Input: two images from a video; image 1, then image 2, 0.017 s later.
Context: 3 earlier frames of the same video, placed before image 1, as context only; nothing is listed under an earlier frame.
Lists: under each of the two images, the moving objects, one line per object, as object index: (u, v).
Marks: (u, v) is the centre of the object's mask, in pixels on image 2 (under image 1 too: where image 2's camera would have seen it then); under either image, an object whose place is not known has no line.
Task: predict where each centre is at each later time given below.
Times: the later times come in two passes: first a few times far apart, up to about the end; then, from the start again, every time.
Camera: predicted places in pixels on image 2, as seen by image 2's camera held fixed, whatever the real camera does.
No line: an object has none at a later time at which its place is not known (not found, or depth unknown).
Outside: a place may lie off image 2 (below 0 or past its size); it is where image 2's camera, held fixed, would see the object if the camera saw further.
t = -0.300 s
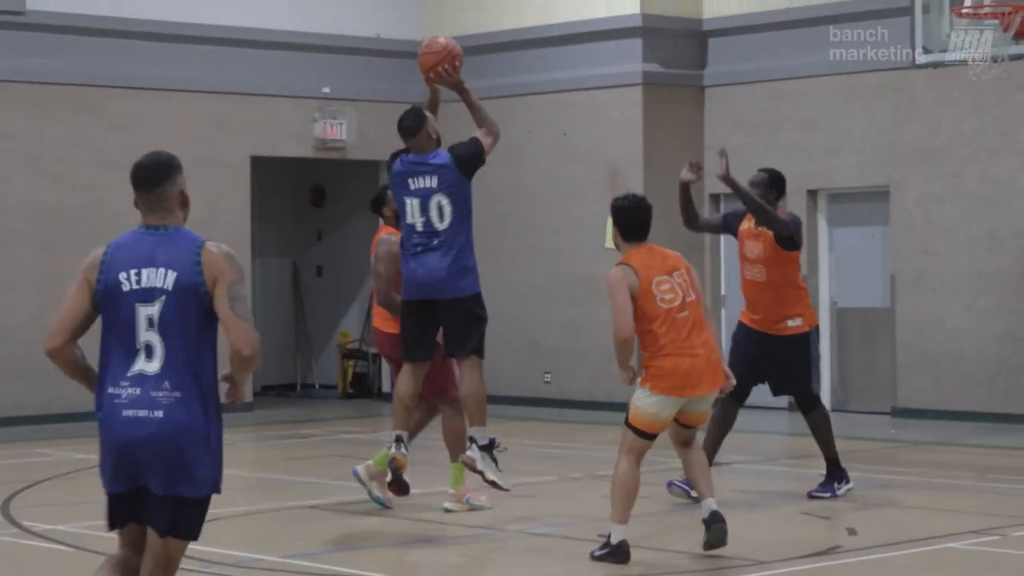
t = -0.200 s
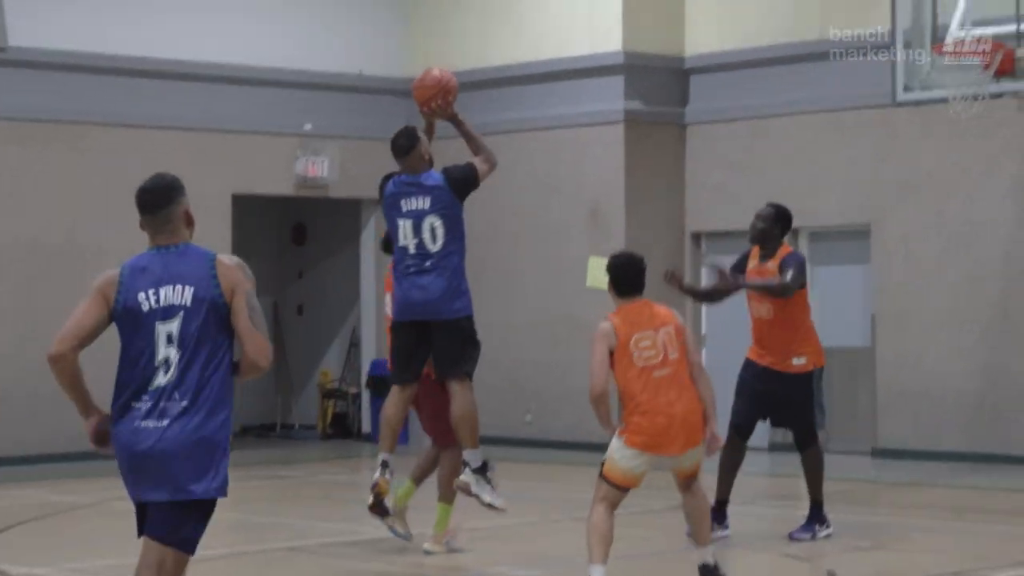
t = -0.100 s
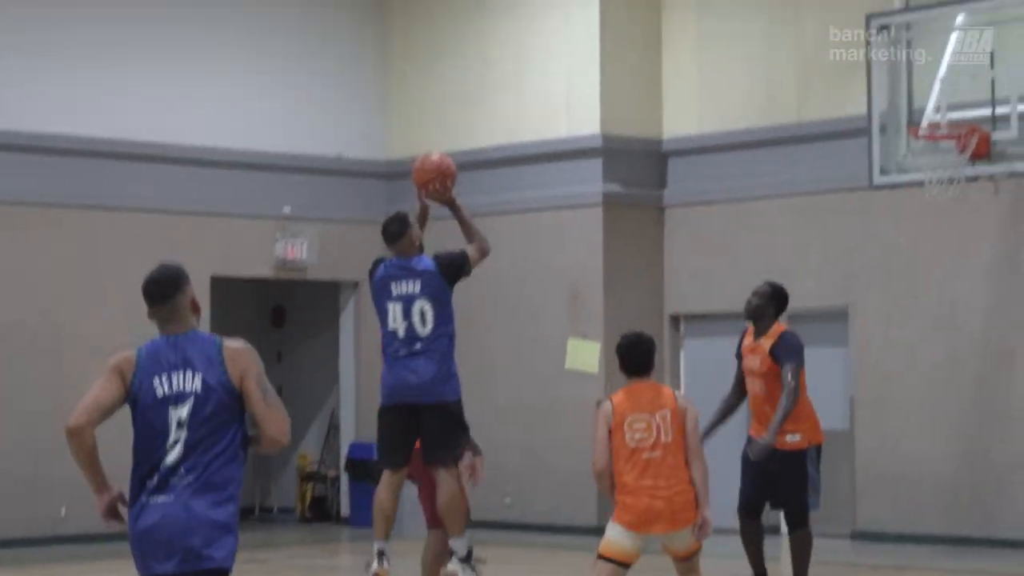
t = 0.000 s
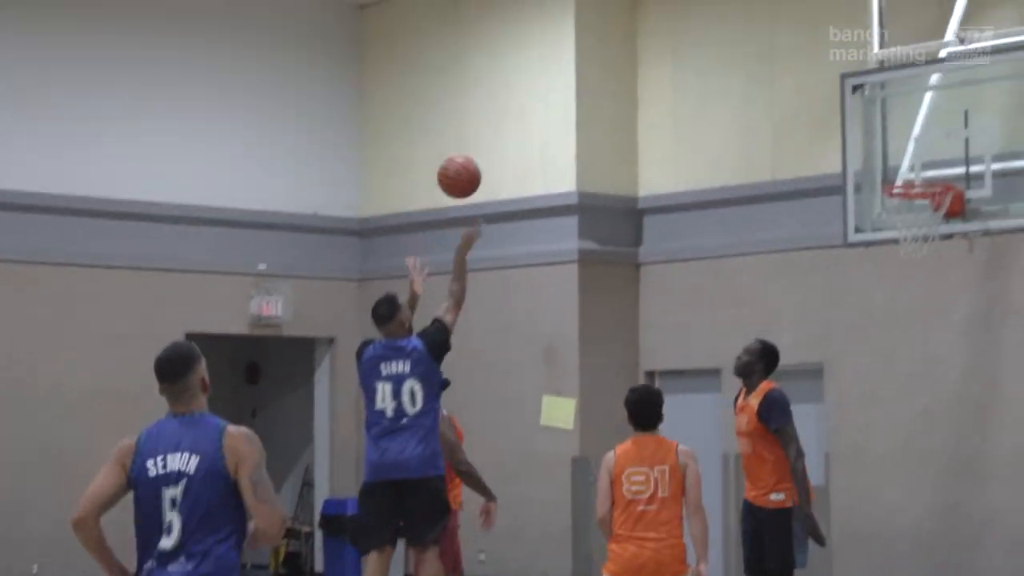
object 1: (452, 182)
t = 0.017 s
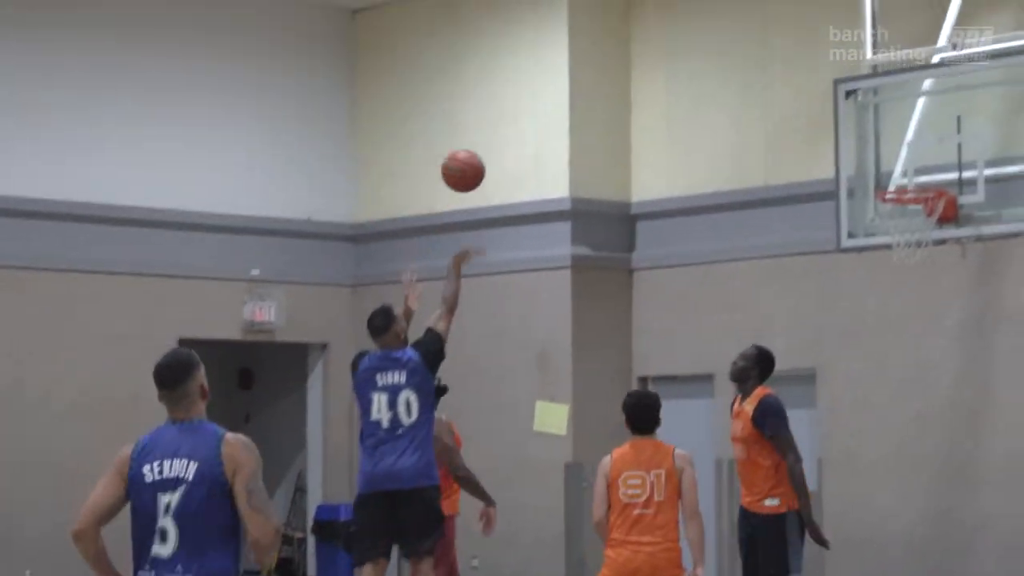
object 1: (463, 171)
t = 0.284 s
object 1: (620, 63)
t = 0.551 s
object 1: (757, 77)
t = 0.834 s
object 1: (861, 187)
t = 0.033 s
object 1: (473, 160)
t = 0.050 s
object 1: (484, 149)
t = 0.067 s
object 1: (494, 140)
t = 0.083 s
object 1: (504, 131)
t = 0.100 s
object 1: (514, 122)
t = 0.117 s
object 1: (524, 114)
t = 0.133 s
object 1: (534, 107)
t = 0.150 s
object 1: (544, 100)
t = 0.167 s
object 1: (554, 94)
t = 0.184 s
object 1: (563, 88)
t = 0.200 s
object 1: (573, 83)
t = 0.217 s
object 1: (583, 78)
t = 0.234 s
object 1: (592, 74)
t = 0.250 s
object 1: (602, 70)
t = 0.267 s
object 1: (611, 66)
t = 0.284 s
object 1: (620, 63)
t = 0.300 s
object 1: (629, 62)
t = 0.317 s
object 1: (638, 60)
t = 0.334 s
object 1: (647, 58)
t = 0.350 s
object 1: (656, 56)
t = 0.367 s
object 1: (665, 56)
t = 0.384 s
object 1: (674, 56)
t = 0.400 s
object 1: (683, 56)
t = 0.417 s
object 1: (691, 57)
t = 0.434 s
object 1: (700, 58)
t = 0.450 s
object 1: (708, 60)
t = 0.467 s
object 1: (717, 62)
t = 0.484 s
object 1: (725, 64)
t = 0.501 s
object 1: (733, 67)
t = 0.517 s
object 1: (741, 70)
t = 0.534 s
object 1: (749, 73)
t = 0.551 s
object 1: (757, 77)
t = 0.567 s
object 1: (765, 82)
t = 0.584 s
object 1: (773, 87)
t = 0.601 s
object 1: (781, 92)
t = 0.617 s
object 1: (789, 98)
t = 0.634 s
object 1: (796, 104)
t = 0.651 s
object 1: (804, 110)
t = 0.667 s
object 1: (811, 117)
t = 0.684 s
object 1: (819, 123)
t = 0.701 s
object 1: (826, 131)
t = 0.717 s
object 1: (834, 138)
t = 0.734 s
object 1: (841, 146)
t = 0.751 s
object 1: (849, 155)
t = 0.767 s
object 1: (856, 164)
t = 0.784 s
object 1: (863, 173)
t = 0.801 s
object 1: (870, 183)
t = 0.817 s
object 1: (869, 187)
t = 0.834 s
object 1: (861, 187)
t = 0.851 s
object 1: (851, 186)
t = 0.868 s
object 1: (841, 187)
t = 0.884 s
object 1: (833, 187)
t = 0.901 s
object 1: (822, 188)
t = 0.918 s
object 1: (813, 190)
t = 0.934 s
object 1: (804, 192)
